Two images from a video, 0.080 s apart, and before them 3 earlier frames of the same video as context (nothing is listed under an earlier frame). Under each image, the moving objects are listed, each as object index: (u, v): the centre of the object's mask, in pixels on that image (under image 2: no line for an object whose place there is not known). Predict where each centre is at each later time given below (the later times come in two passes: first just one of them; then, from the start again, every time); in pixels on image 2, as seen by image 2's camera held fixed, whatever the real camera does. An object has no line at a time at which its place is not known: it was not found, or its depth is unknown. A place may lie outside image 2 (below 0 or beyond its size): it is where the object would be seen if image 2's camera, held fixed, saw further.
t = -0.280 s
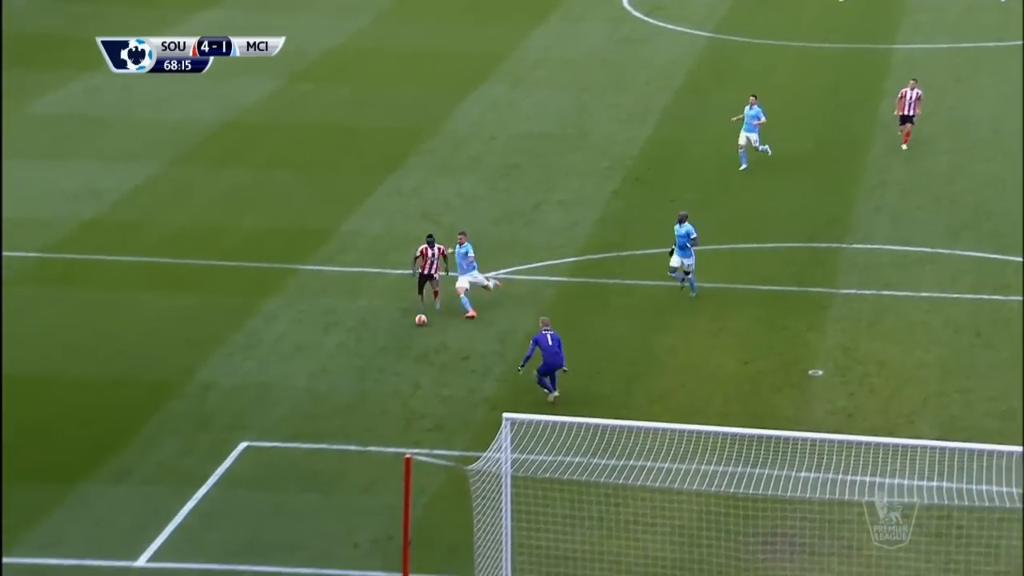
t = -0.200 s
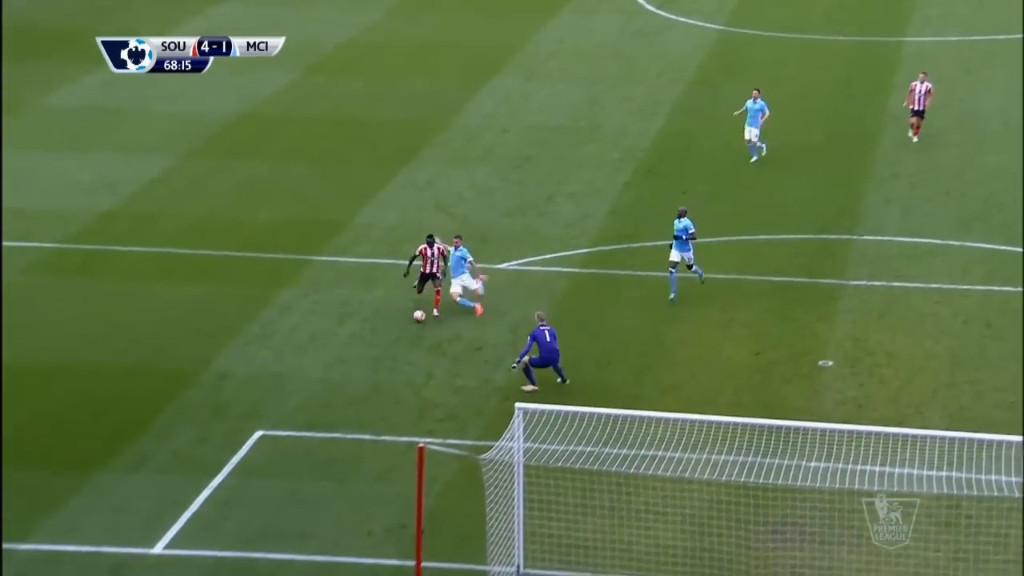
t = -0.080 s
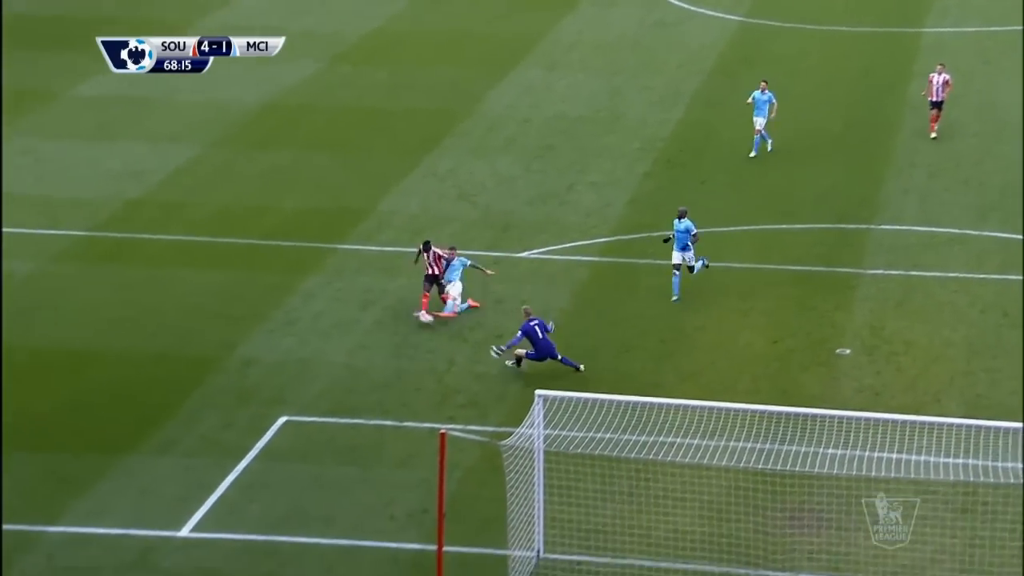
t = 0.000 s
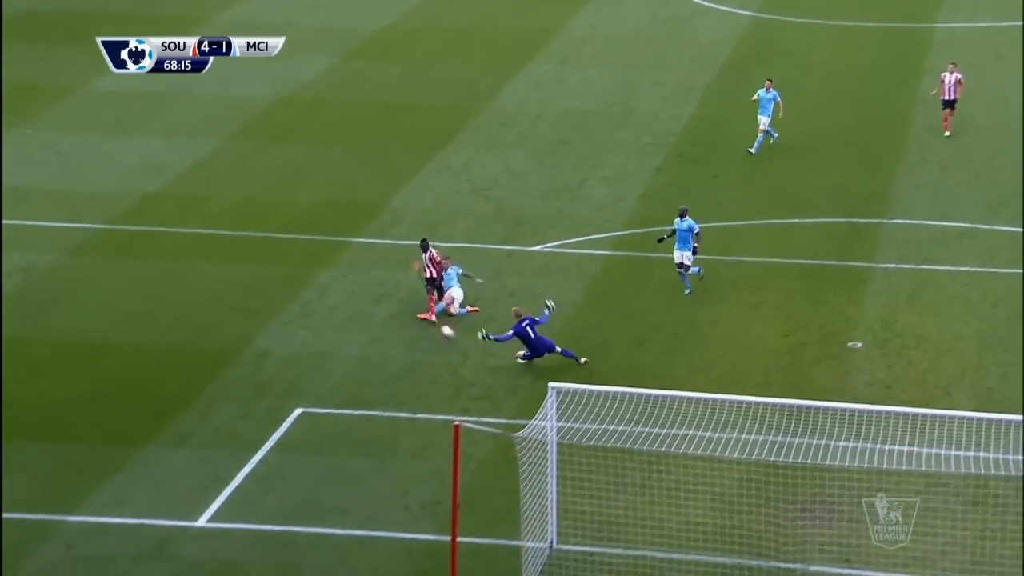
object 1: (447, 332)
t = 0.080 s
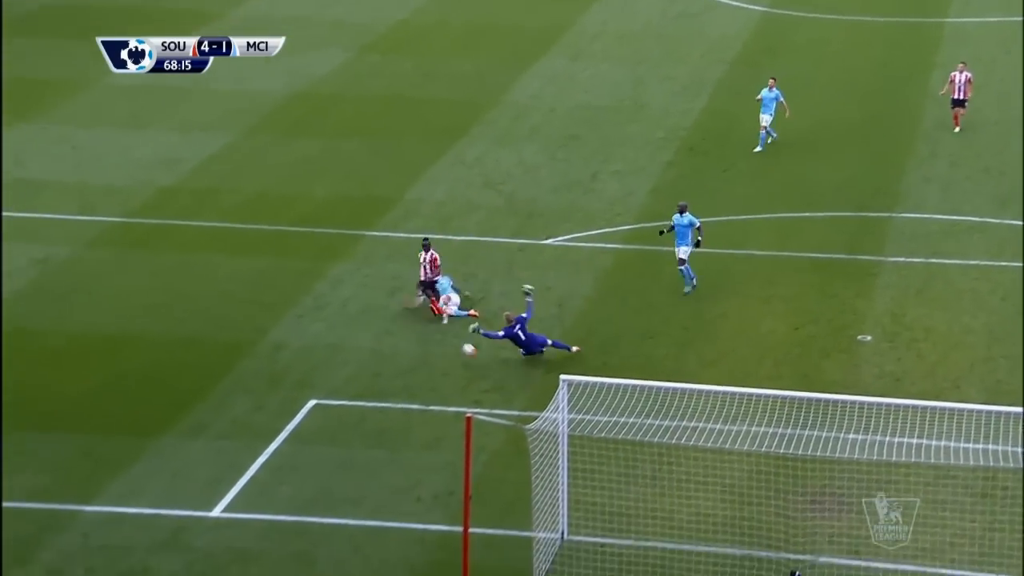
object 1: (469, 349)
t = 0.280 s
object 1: (506, 431)
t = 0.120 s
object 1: (475, 365)
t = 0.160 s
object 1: (482, 381)
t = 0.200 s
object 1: (490, 398)
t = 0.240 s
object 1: (498, 418)
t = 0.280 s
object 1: (506, 431)
